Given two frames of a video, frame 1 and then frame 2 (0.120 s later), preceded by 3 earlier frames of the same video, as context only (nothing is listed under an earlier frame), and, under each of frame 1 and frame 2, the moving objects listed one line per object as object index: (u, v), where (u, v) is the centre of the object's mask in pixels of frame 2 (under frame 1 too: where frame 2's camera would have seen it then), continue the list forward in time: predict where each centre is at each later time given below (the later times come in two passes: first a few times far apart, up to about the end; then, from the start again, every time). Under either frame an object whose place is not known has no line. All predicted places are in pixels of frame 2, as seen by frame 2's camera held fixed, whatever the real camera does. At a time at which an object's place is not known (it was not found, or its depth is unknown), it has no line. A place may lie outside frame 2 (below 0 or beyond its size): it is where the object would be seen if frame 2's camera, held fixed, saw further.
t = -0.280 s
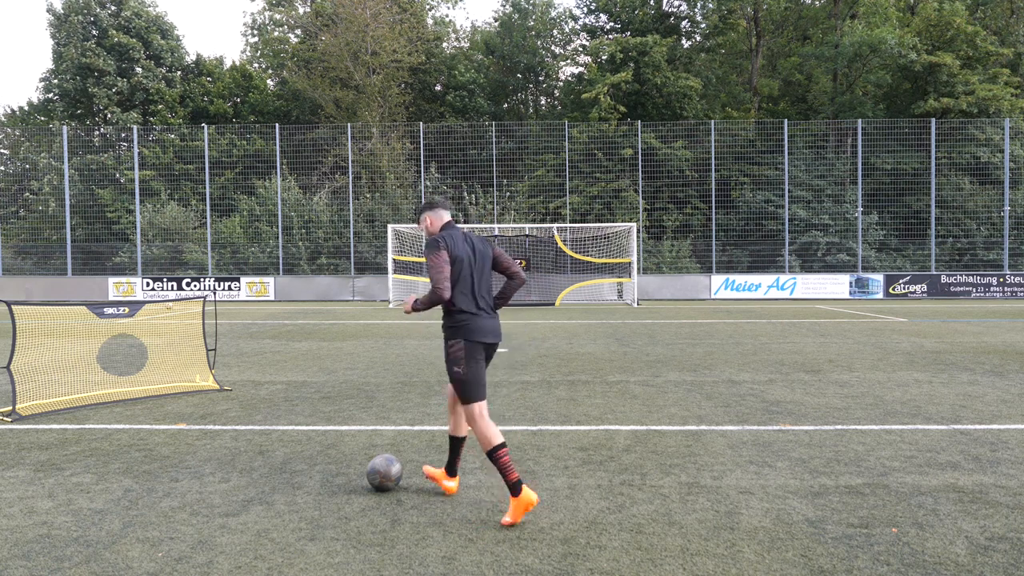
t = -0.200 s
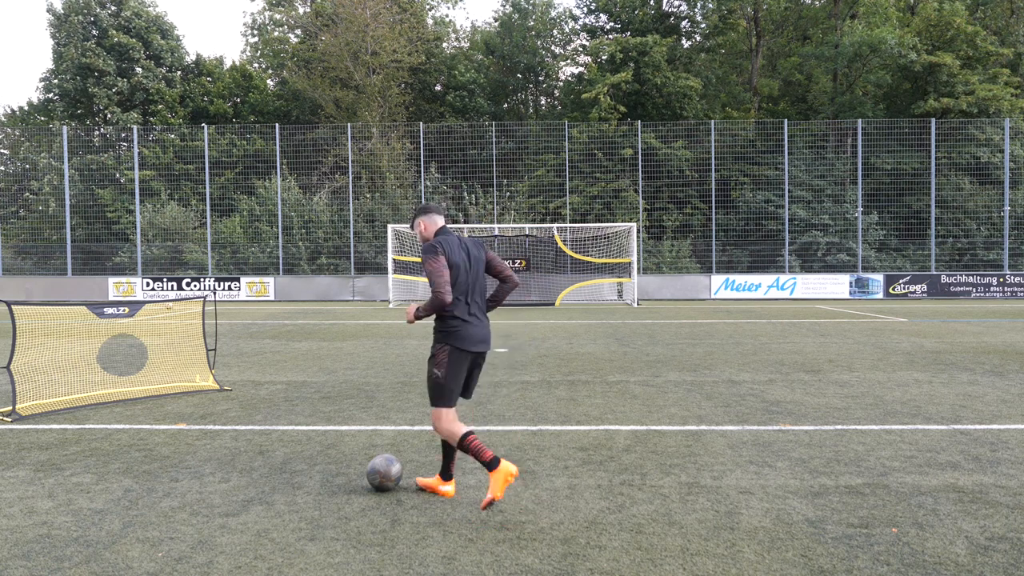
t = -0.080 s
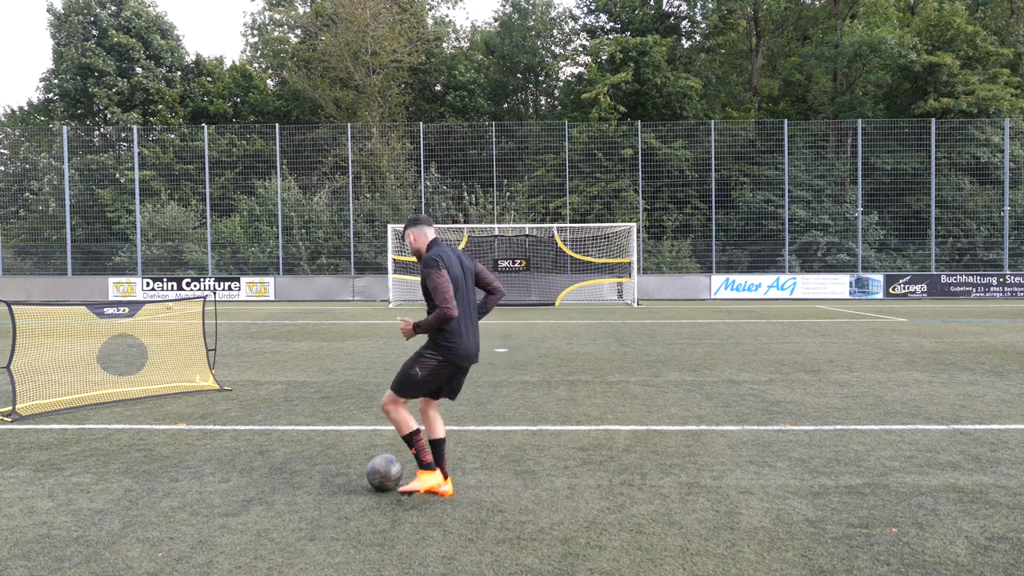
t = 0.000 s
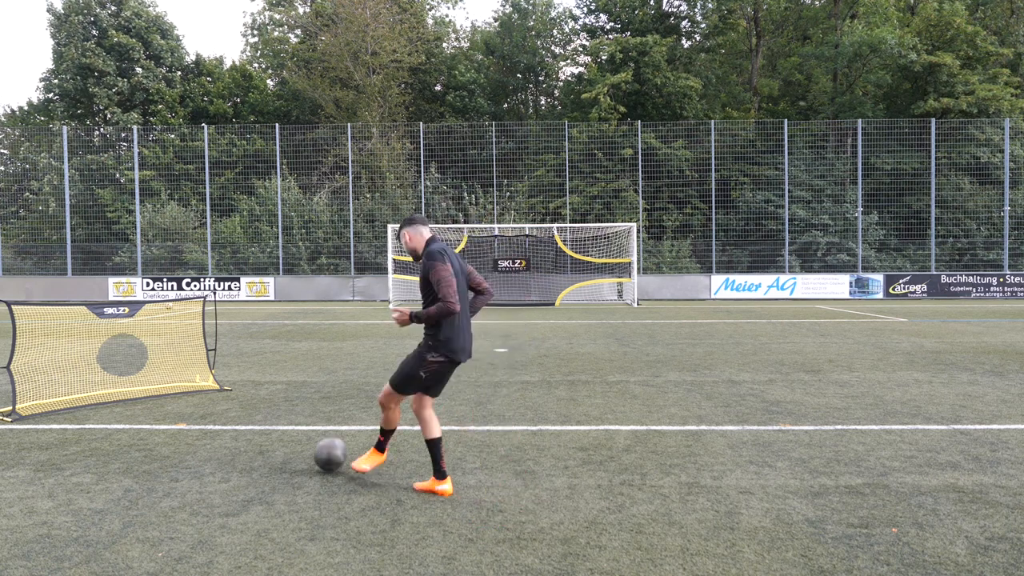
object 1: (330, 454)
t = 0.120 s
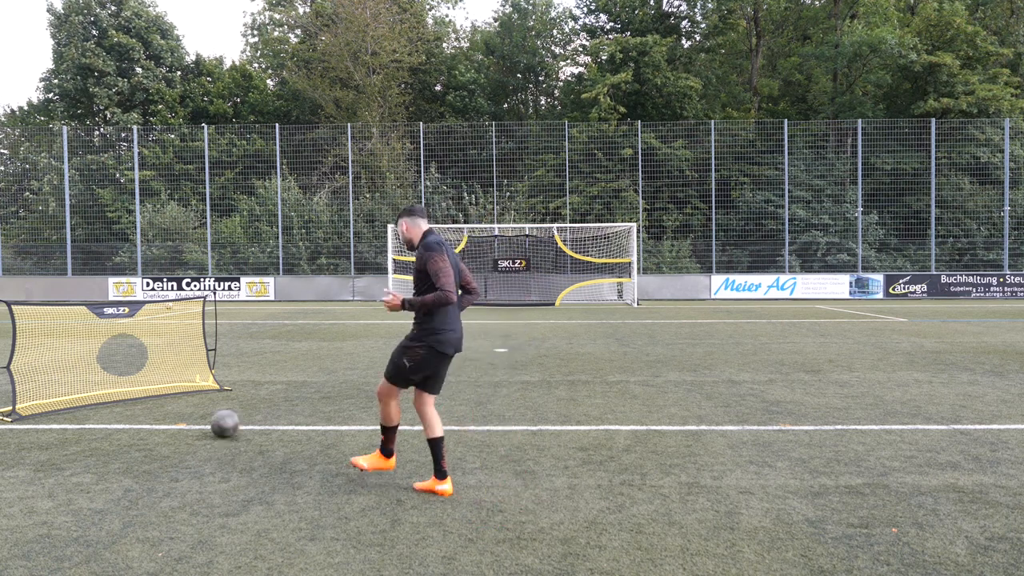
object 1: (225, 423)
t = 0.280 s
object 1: (139, 391)
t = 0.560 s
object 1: (121, 296)
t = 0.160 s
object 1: (199, 412)
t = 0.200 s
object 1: (177, 403)
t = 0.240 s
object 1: (157, 396)
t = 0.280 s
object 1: (139, 391)
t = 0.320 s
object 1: (122, 389)
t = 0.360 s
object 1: (109, 384)
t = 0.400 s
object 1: (108, 368)
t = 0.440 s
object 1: (109, 351)
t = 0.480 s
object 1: (113, 332)
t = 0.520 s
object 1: (118, 313)
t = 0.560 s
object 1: (121, 296)
